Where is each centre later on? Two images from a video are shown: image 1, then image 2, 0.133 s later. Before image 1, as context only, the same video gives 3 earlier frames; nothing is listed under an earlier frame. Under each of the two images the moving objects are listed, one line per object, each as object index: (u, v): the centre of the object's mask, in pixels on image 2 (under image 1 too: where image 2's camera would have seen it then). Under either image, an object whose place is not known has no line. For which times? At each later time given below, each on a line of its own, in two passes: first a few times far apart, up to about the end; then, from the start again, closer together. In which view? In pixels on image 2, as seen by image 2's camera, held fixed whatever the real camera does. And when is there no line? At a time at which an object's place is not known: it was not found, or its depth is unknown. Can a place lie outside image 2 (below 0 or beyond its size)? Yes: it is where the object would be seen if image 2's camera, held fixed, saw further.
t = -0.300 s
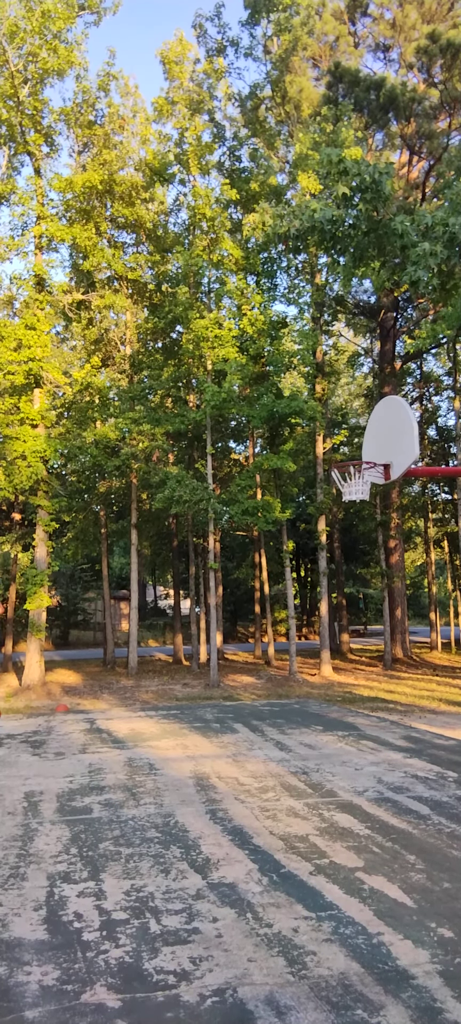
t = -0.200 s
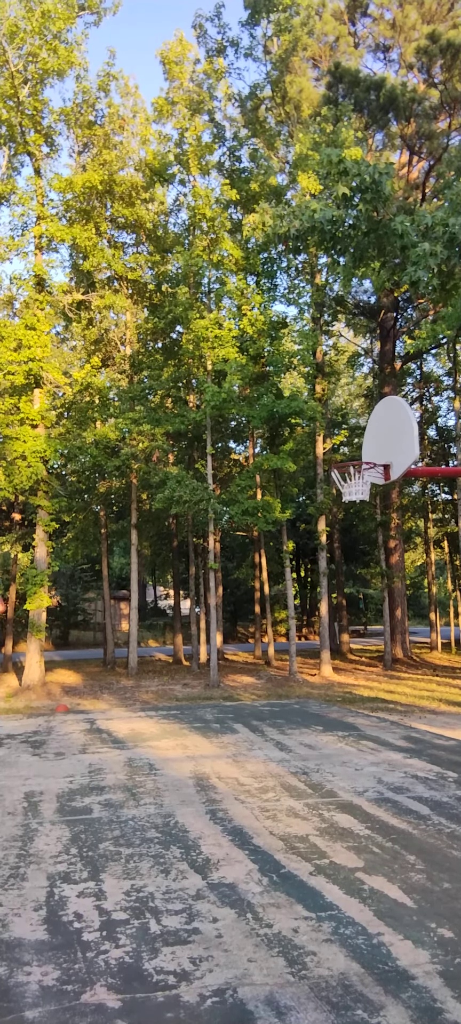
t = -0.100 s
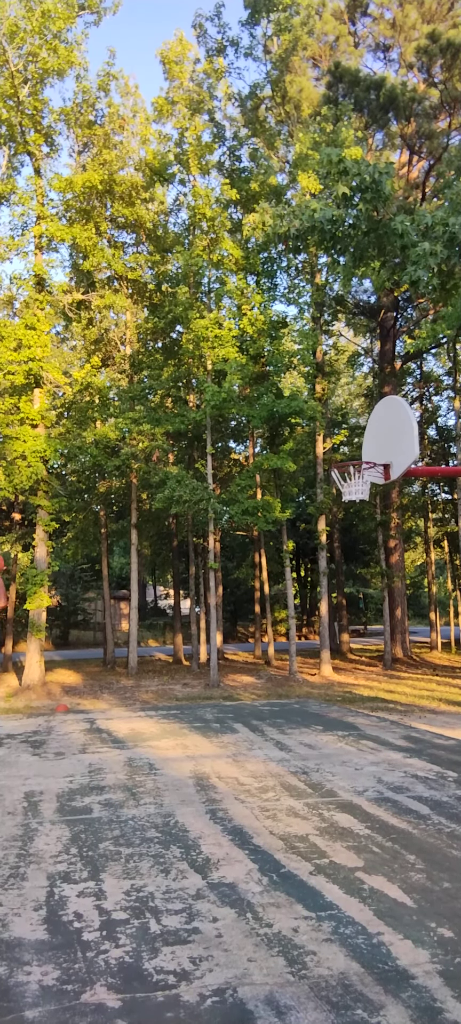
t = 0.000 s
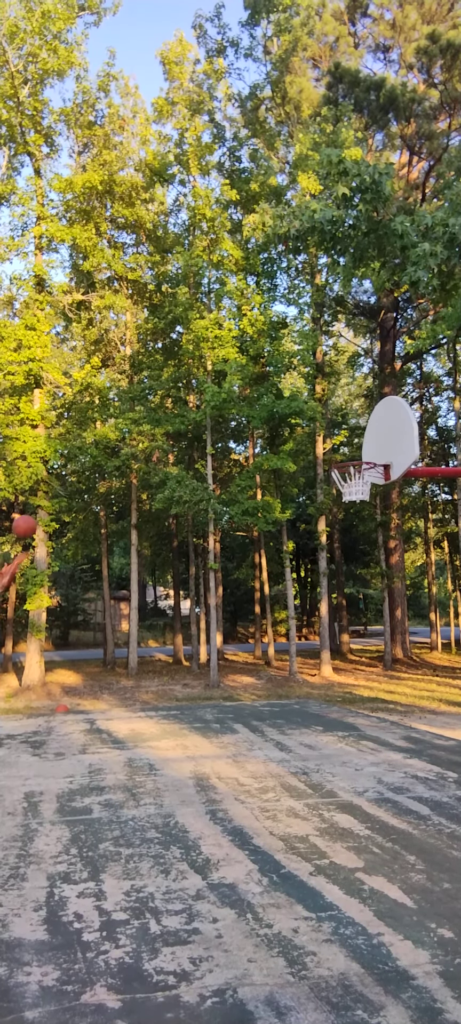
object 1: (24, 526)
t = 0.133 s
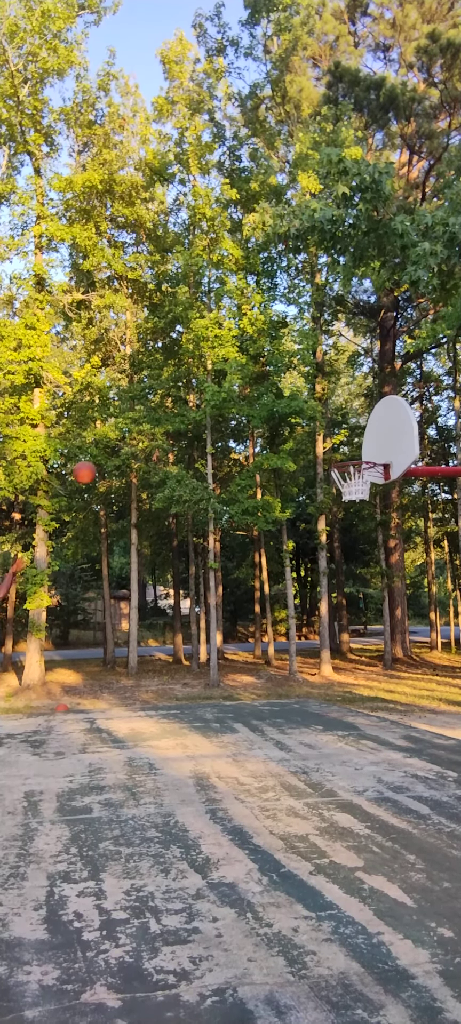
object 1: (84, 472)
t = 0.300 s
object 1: (155, 431)
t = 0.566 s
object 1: (262, 421)
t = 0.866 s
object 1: (363, 463)
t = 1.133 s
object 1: (345, 456)
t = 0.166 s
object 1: (99, 462)
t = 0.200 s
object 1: (113, 452)
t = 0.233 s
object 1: (127, 444)
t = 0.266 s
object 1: (141, 437)
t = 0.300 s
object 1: (155, 431)
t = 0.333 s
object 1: (169, 427)
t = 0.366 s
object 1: (182, 423)
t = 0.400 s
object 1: (196, 420)
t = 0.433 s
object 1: (209, 418)
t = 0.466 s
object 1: (223, 417)
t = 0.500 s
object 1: (236, 417)
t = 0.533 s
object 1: (249, 418)
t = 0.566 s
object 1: (262, 421)
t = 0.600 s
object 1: (275, 424)
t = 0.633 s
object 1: (288, 428)
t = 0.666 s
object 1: (301, 433)
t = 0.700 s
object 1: (314, 439)
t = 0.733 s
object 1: (328, 446)
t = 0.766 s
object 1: (340, 453)
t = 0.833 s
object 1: (360, 462)
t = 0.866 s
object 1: (363, 463)
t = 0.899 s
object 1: (356, 461)
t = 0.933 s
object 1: (349, 457)
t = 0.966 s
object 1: (342, 461)
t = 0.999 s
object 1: (341, 460)
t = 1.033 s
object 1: (342, 460)
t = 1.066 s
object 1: (342, 458)
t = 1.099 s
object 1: (344, 457)
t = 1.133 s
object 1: (345, 456)
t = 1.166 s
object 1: (347, 458)
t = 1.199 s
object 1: (349, 458)
